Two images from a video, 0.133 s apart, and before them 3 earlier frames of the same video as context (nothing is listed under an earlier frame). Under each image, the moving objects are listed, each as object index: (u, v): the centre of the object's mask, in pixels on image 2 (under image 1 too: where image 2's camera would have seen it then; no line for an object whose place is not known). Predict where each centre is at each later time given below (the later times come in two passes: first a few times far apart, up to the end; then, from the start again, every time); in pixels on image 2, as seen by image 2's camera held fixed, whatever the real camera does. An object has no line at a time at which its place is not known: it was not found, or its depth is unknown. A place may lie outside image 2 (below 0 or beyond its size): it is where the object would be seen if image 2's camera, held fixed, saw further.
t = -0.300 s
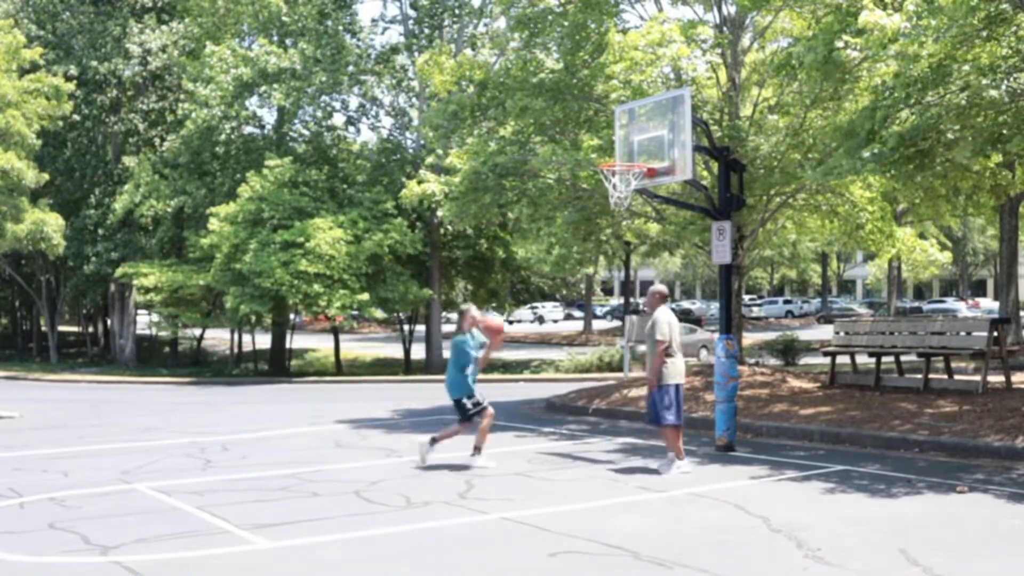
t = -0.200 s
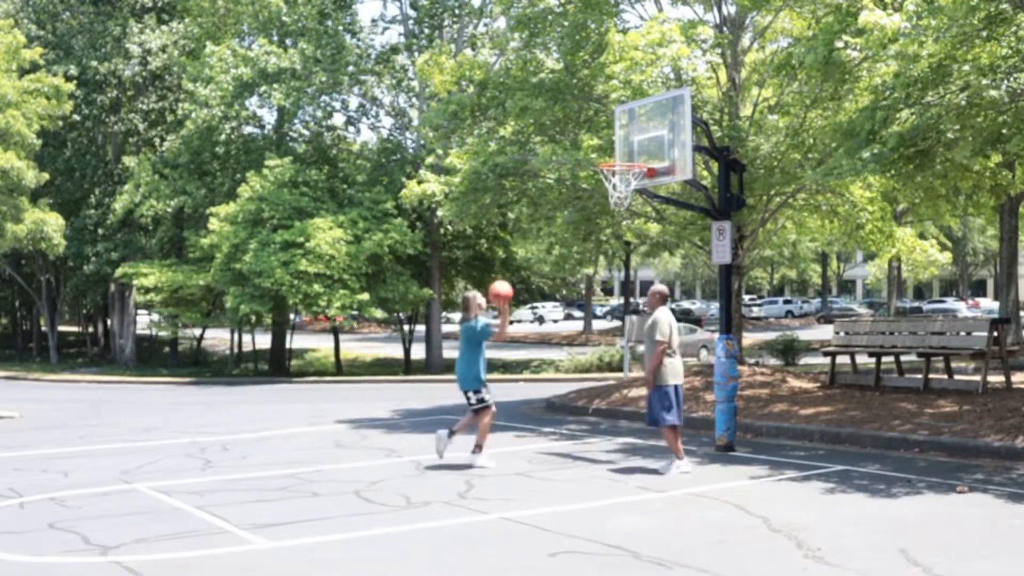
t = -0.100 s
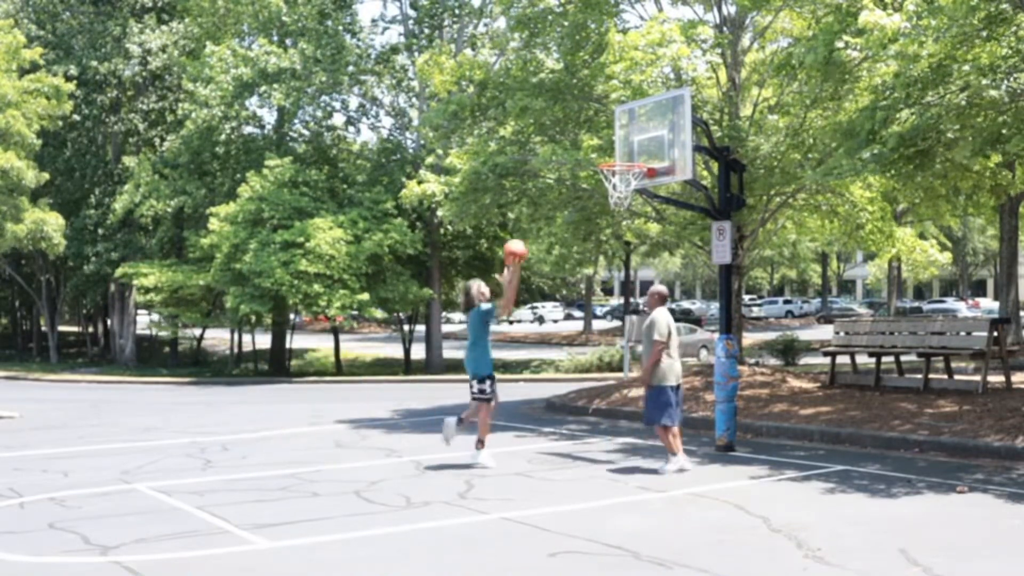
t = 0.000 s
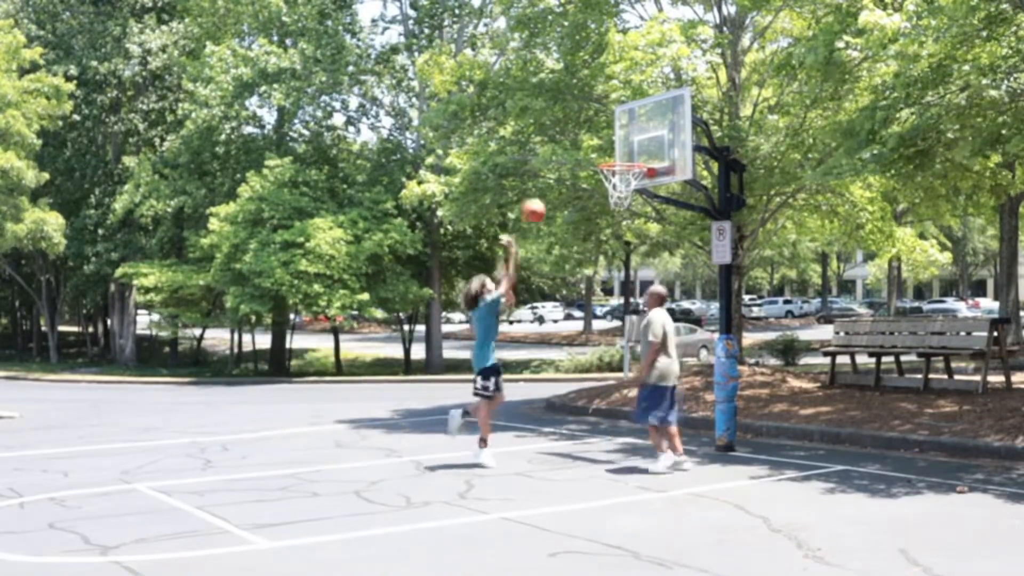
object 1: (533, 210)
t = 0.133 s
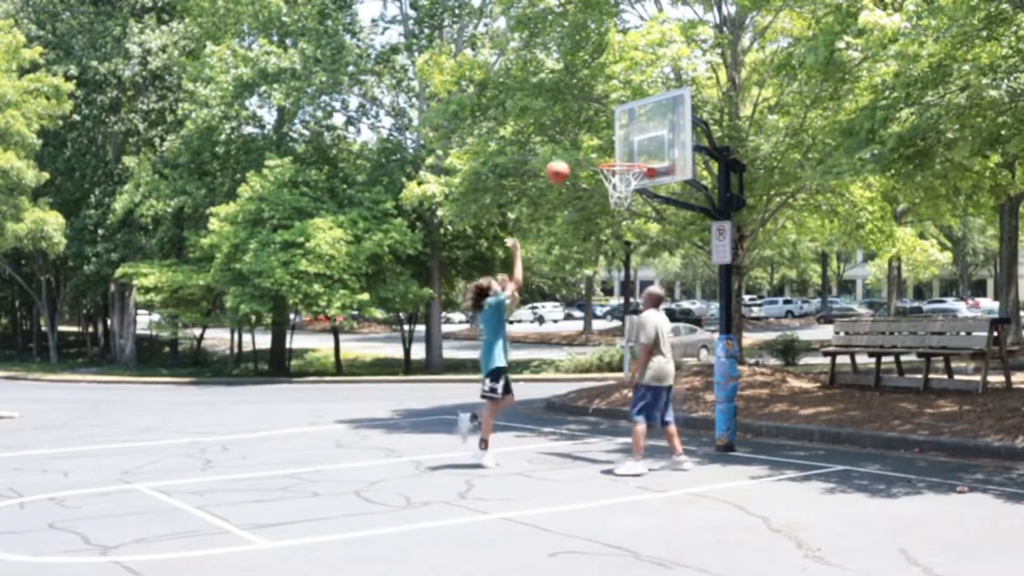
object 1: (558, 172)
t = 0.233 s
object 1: (575, 154)
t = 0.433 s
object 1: (609, 148)
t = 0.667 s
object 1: (618, 174)
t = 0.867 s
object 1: (610, 180)
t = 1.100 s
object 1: (619, 207)
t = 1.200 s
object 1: (625, 224)
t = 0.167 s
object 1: (564, 165)
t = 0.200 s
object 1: (569, 159)
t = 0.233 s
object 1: (575, 154)
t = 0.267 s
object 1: (580, 151)
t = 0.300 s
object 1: (586, 148)
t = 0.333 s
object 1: (592, 146)
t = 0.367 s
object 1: (598, 146)
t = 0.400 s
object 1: (604, 146)
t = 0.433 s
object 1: (609, 148)
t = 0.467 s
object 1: (614, 151)
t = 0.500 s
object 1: (620, 154)
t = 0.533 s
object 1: (626, 155)
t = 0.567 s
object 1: (630, 158)
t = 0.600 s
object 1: (628, 160)
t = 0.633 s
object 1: (624, 162)
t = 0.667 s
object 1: (618, 174)
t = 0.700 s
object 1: (614, 177)
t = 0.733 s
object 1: (612, 177)
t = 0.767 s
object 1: (610, 177)
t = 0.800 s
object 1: (610, 177)
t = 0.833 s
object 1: (610, 178)
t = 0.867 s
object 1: (610, 180)
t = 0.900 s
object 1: (611, 182)
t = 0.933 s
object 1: (611, 185)
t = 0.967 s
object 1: (613, 188)
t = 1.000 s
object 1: (615, 191)
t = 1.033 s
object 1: (617, 196)
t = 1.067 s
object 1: (619, 199)
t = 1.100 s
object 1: (619, 207)
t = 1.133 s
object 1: (621, 209)
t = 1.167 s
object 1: (623, 216)
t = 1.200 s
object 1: (625, 224)
